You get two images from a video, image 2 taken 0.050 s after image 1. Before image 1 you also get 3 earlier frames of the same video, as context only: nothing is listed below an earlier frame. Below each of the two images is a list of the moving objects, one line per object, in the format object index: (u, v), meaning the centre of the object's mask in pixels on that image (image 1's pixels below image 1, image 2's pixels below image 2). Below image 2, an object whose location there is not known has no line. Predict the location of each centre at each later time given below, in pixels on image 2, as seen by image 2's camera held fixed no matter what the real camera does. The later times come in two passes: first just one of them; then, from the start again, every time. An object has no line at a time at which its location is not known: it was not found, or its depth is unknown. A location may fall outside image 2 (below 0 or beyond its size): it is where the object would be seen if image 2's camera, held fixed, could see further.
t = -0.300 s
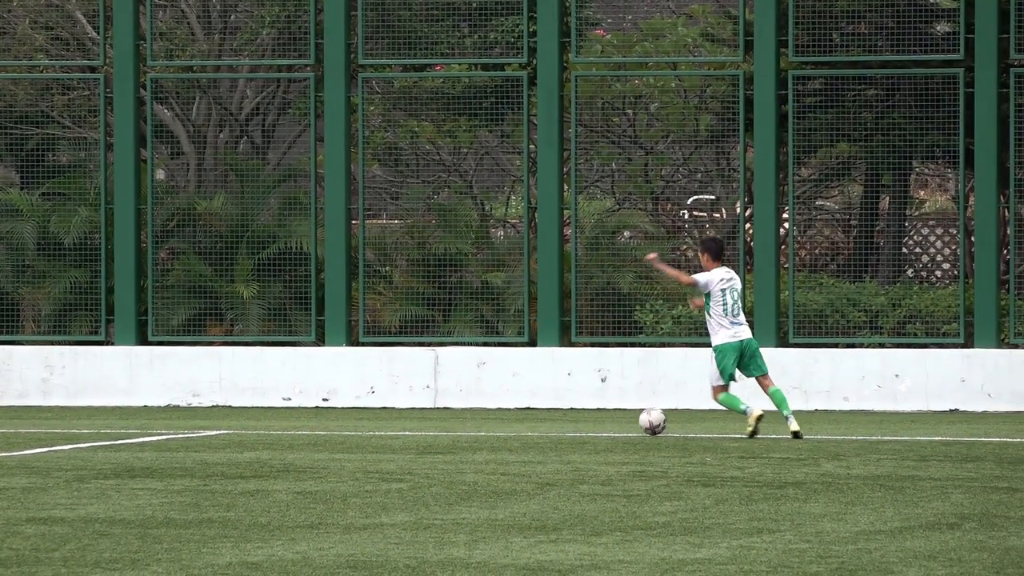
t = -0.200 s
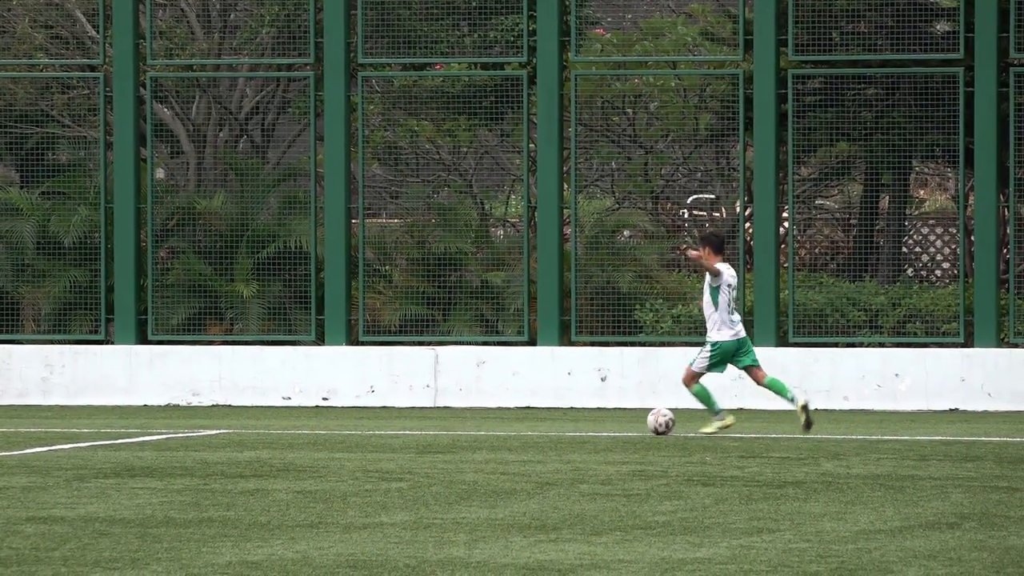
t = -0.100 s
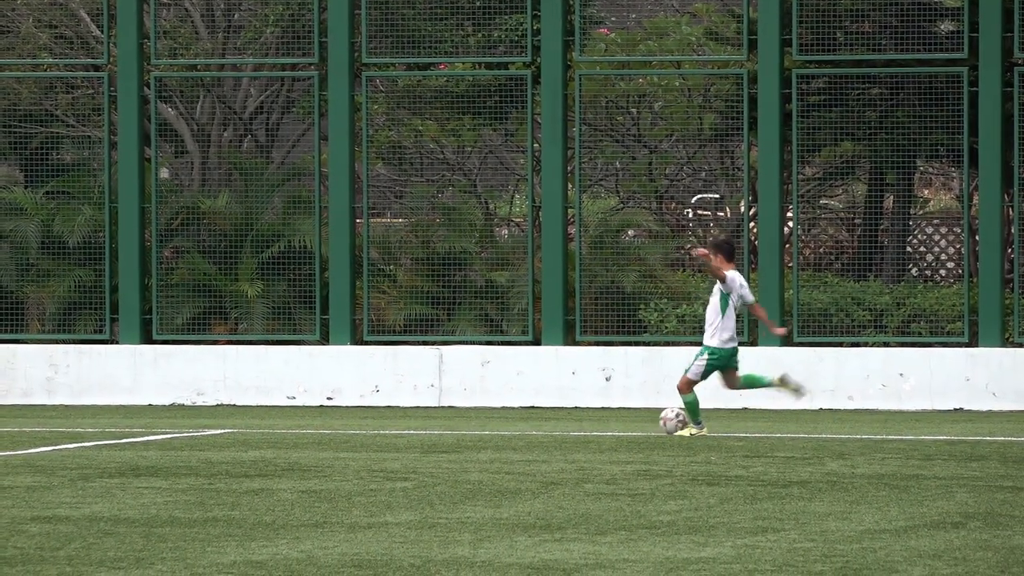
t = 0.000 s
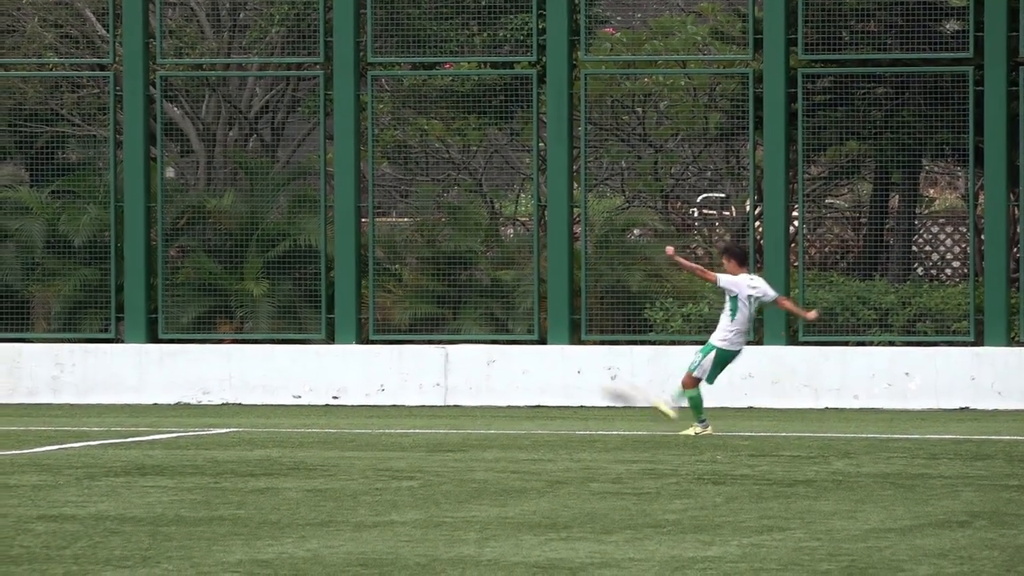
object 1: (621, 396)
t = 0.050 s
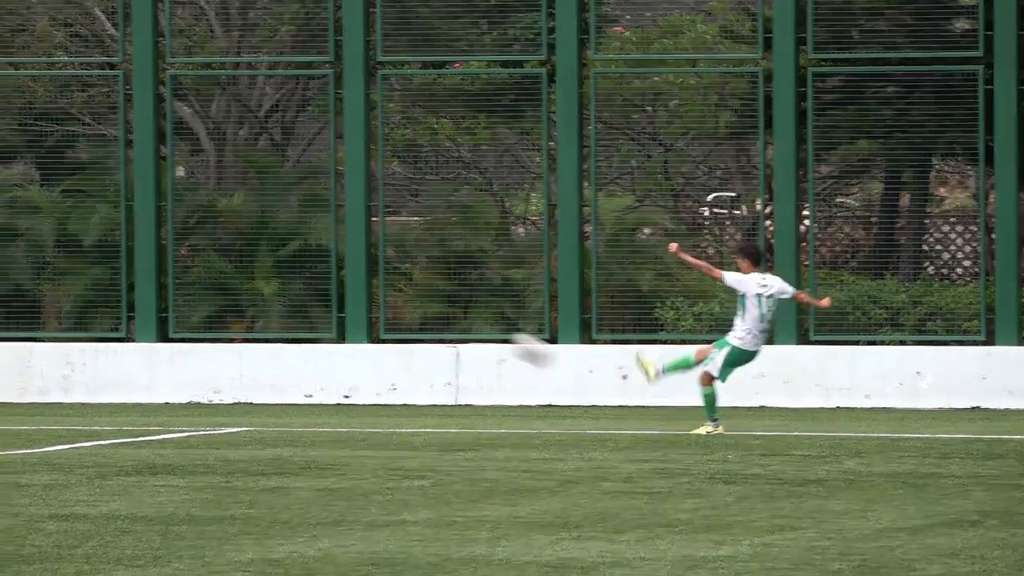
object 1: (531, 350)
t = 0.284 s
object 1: (74, 179)
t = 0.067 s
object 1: (499, 334)
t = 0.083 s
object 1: (464, 321)
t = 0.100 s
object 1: (433, 308)
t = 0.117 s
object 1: (398, 295)
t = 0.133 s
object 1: (366, 283)
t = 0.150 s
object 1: (333, 271)
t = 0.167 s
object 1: (301, 259)
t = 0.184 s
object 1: (269, 247)
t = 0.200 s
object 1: (236, 235)
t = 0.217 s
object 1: (203, 223)
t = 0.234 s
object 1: (171, 212)
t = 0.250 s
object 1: (138, 201)
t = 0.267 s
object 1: (106, 189)
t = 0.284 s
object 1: (74, 179)
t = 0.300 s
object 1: (42, 167)
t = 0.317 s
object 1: (11, 157)
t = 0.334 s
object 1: (-20, 146)
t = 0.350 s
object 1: (-54, 136)
